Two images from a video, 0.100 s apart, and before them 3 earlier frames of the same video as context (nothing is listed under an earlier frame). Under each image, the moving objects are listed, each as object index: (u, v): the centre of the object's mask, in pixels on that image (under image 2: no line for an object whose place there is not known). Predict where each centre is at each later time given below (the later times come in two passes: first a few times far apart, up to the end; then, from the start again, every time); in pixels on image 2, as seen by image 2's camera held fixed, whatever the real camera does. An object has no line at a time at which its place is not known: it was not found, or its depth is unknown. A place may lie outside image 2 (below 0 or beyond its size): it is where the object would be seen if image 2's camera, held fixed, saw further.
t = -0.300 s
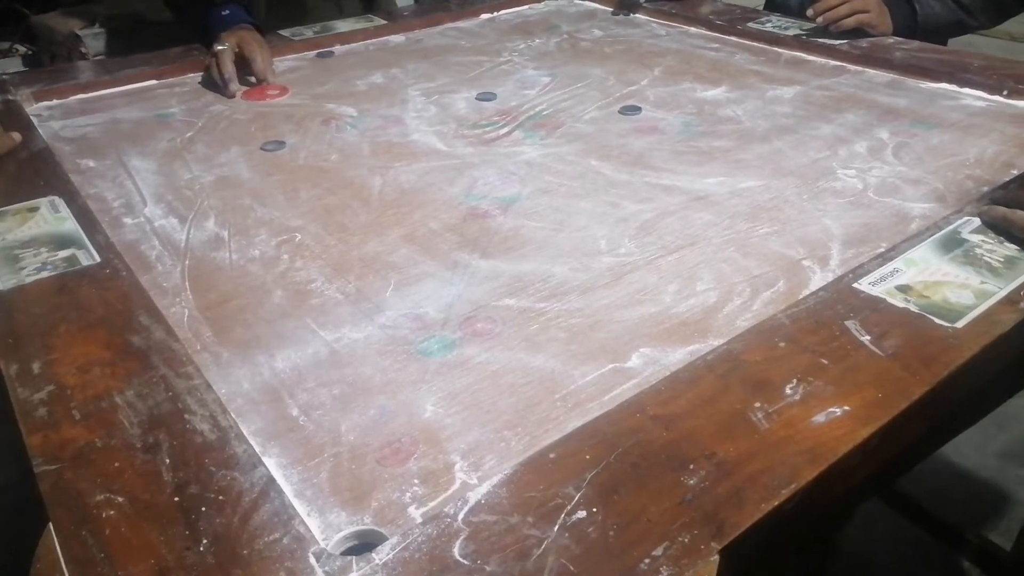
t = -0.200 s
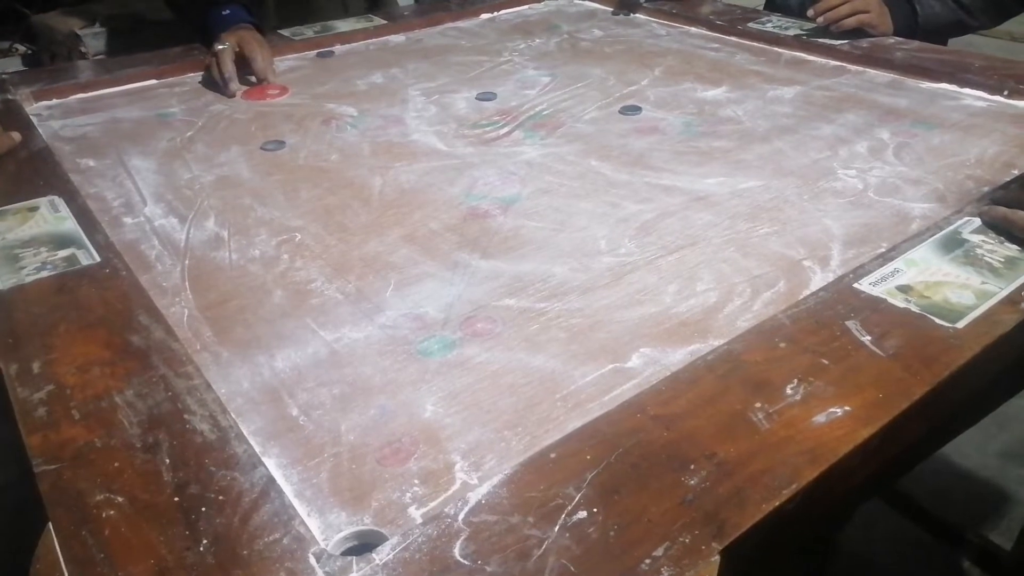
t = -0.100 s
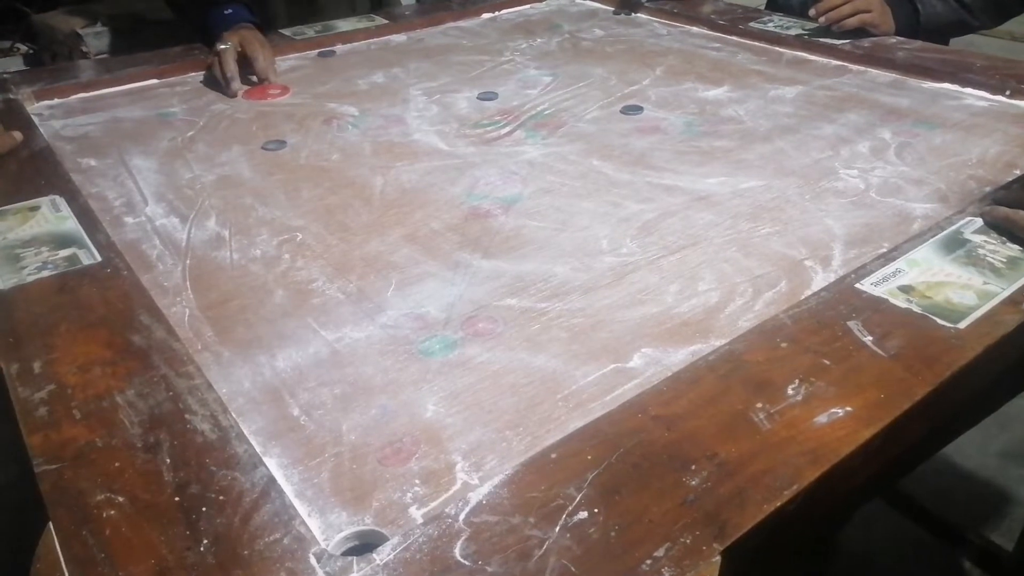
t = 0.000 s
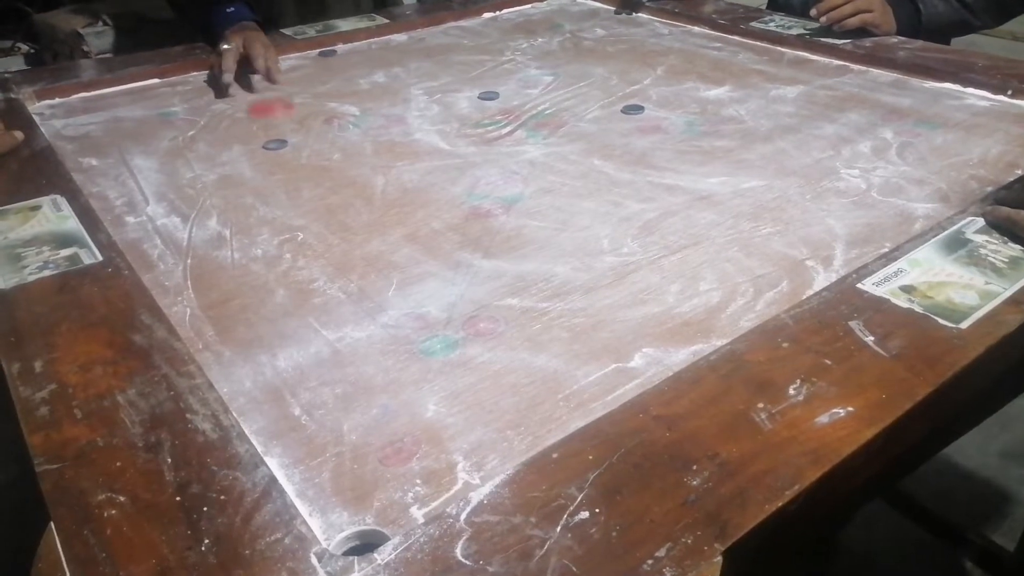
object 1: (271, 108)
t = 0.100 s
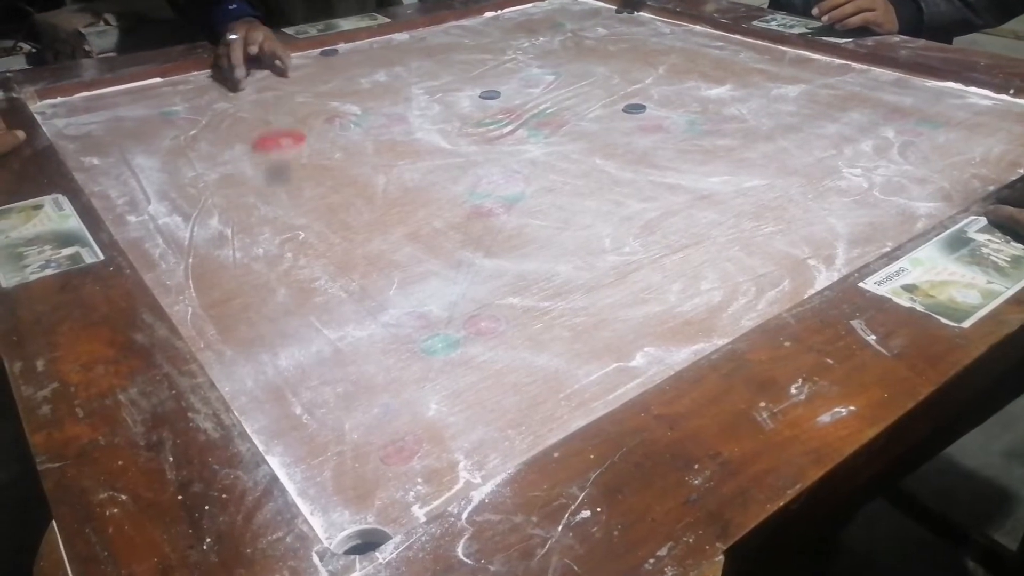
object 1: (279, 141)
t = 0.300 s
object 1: (296, 194)
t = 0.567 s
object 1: (315, 239)
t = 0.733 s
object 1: (317, 244)
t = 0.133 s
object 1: (281, 151)
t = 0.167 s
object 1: (284, 160)
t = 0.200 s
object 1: (287, 169)
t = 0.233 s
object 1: (291, 178)
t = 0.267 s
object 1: (293, 186)
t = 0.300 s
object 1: (296, 194)
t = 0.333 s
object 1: (299, 202)
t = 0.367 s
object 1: (301, 209)
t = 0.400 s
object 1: (305, 215)
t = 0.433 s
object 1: (307, 222)
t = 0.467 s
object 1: (310, 227)
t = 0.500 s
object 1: (312, 232)
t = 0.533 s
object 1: (314, 236)
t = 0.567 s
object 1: (315, 239)
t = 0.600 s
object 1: (316, 241)
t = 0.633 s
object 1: (317, 242)
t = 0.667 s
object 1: (317, 243)
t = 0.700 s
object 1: (317, 243)
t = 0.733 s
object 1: (317, 244)
